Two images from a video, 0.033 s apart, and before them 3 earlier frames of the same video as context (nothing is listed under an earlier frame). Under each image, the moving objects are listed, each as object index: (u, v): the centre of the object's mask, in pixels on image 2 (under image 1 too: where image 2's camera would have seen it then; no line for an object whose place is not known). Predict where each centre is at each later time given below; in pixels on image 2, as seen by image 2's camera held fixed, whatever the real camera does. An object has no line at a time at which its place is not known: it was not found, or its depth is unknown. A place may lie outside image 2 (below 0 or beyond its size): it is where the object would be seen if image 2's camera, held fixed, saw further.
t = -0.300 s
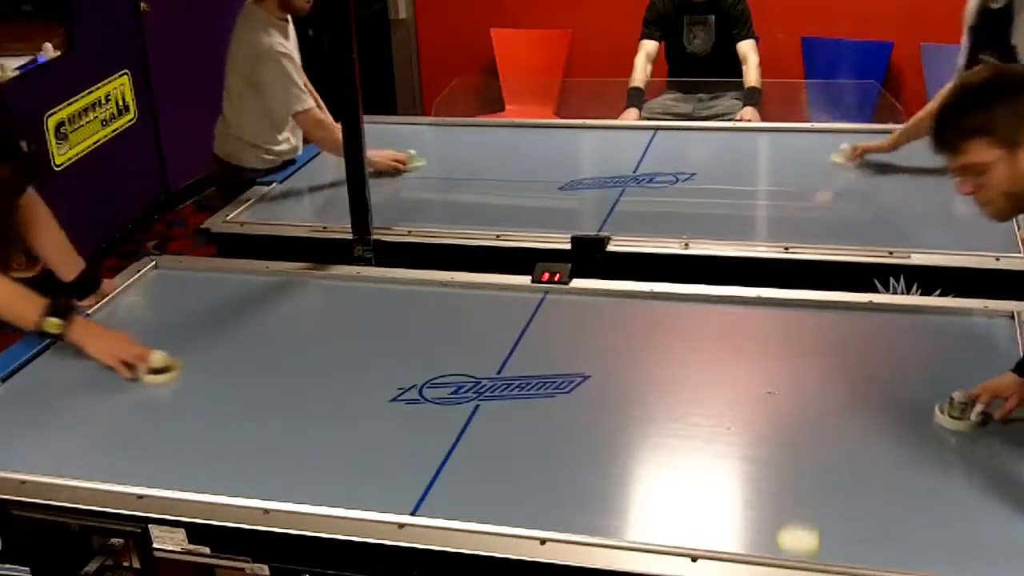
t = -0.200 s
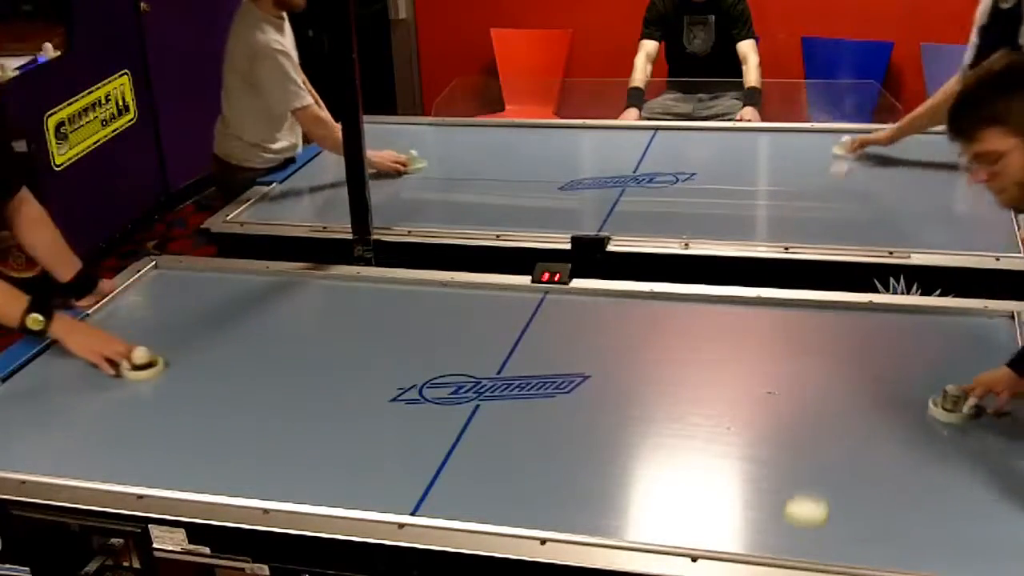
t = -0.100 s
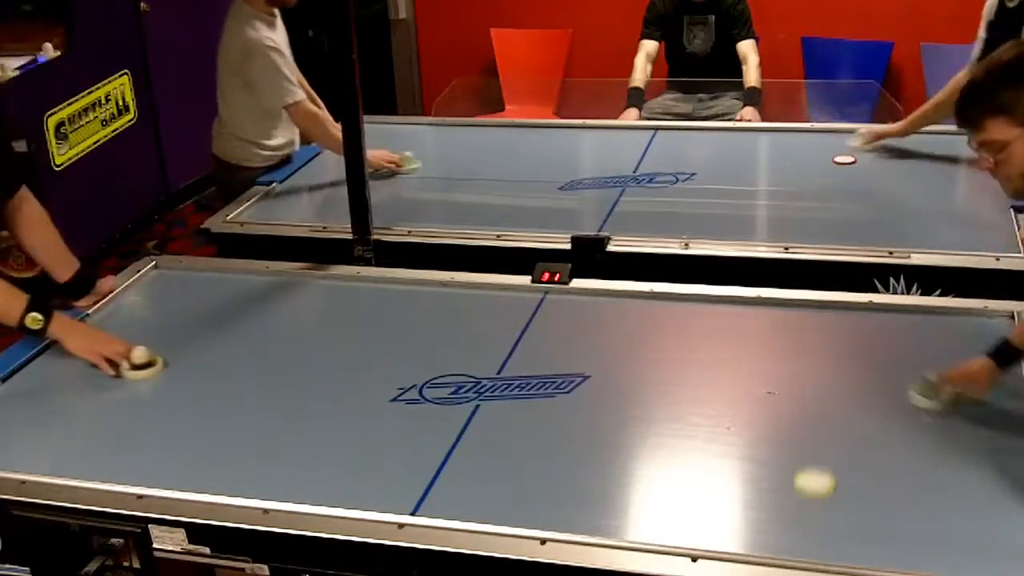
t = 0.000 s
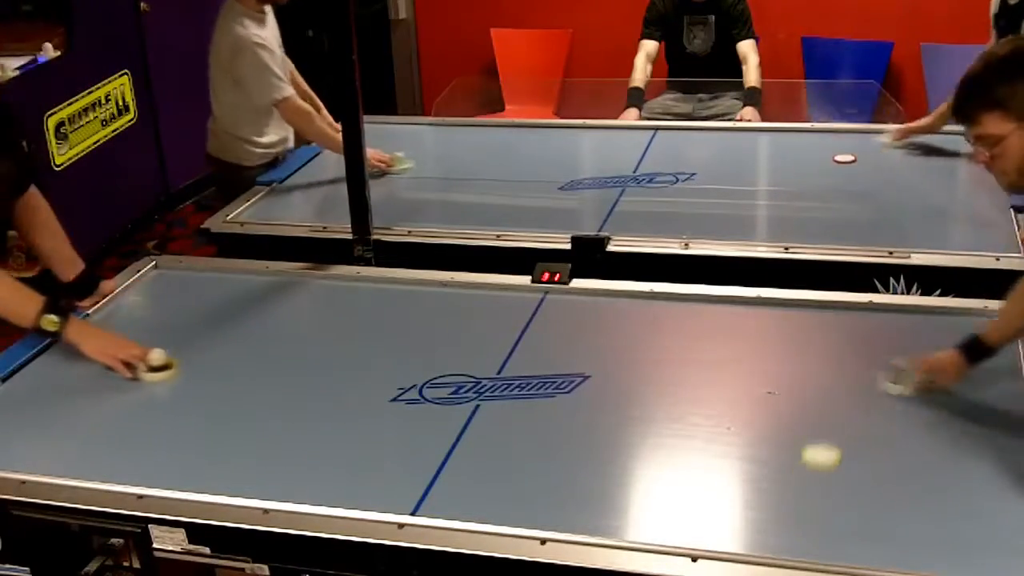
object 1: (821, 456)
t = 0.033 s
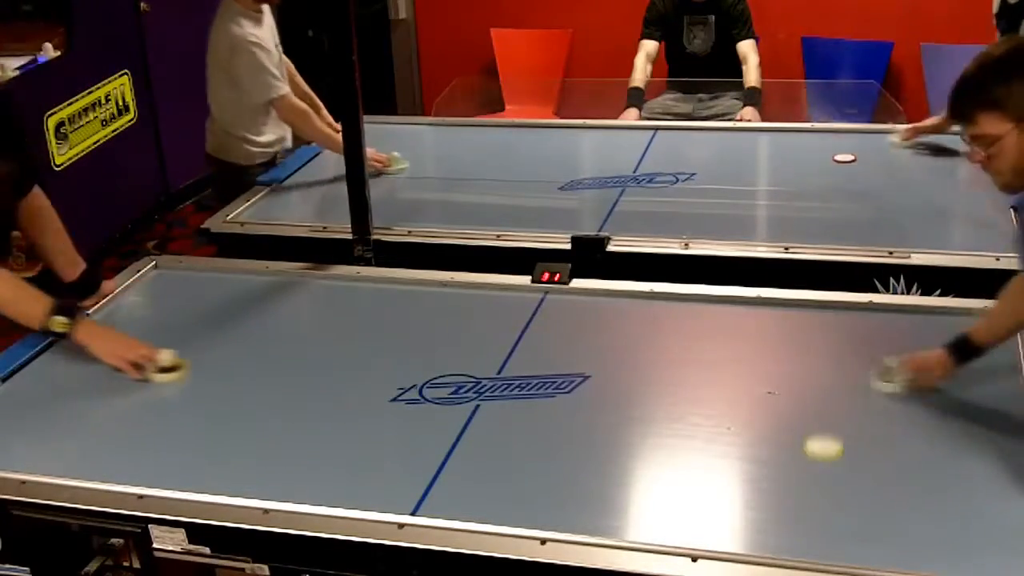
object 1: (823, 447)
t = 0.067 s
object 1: (825, 439)
